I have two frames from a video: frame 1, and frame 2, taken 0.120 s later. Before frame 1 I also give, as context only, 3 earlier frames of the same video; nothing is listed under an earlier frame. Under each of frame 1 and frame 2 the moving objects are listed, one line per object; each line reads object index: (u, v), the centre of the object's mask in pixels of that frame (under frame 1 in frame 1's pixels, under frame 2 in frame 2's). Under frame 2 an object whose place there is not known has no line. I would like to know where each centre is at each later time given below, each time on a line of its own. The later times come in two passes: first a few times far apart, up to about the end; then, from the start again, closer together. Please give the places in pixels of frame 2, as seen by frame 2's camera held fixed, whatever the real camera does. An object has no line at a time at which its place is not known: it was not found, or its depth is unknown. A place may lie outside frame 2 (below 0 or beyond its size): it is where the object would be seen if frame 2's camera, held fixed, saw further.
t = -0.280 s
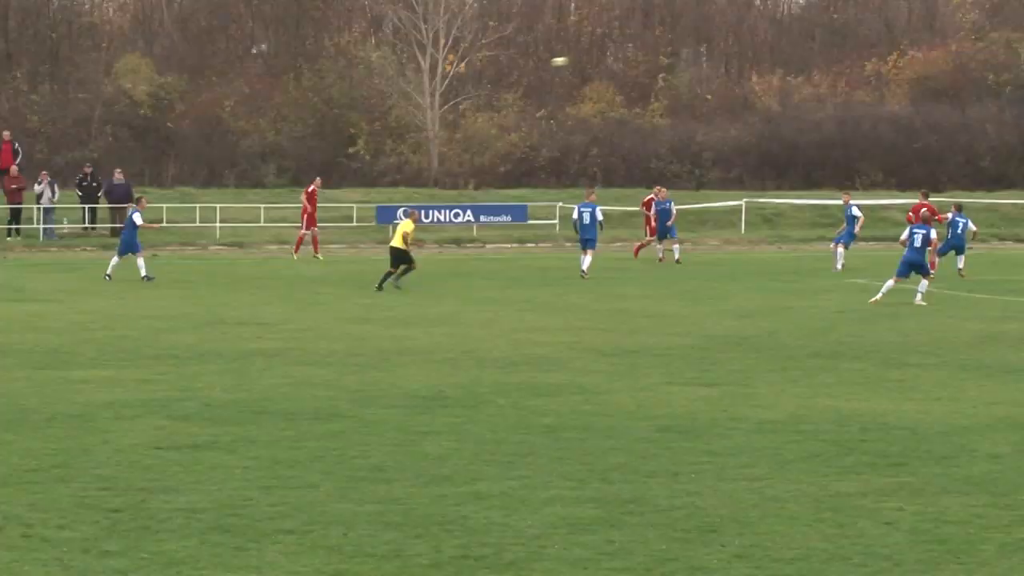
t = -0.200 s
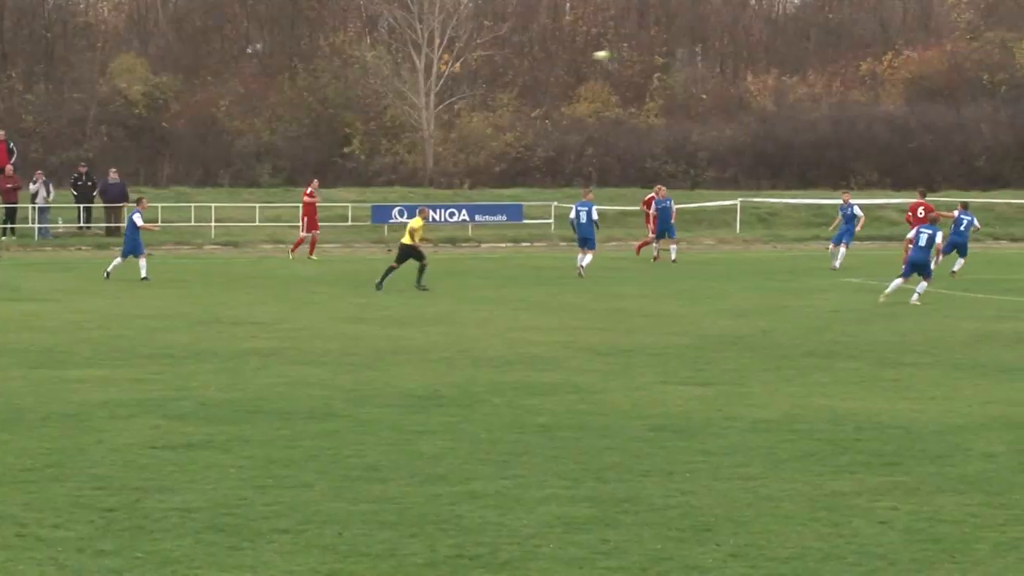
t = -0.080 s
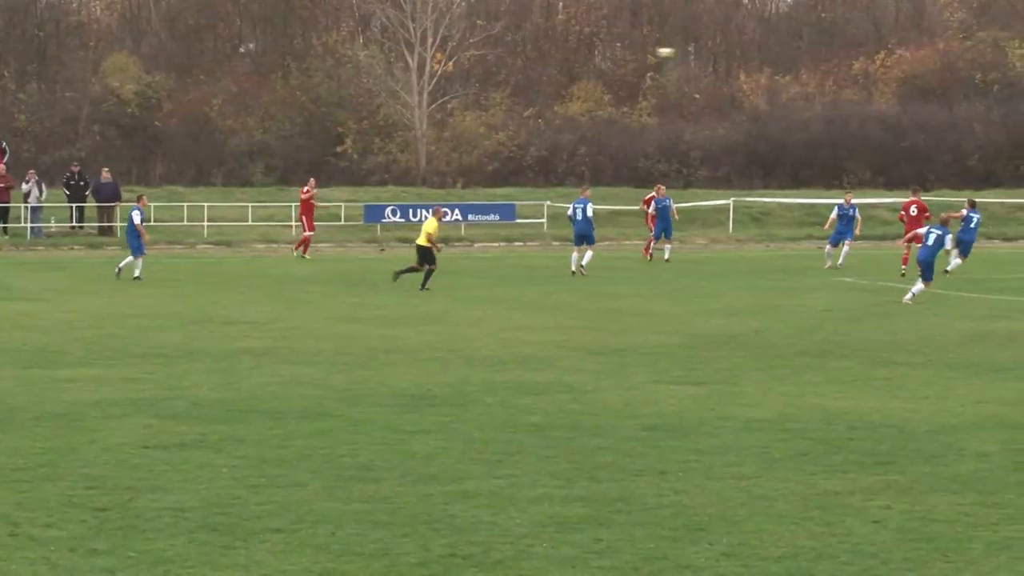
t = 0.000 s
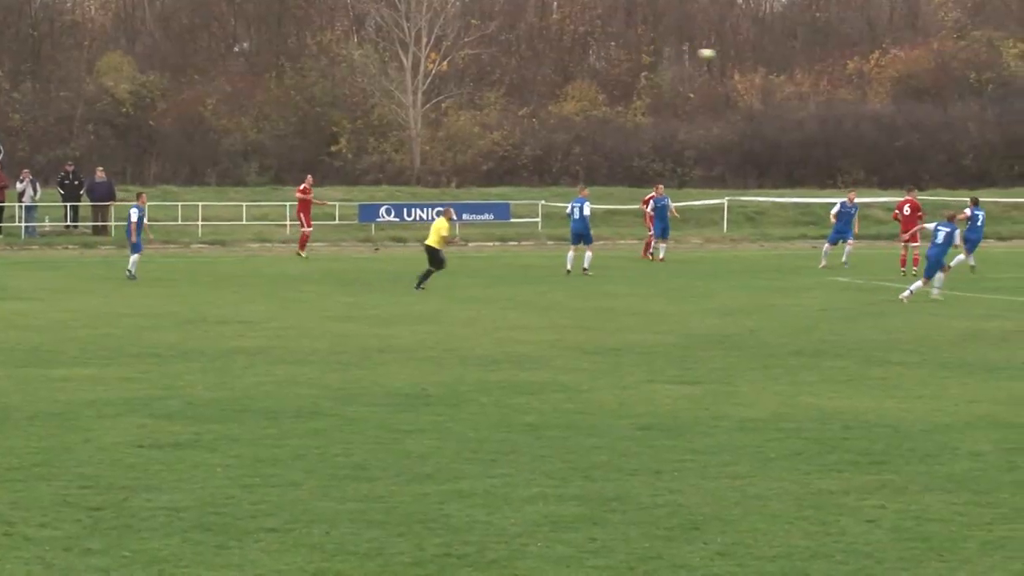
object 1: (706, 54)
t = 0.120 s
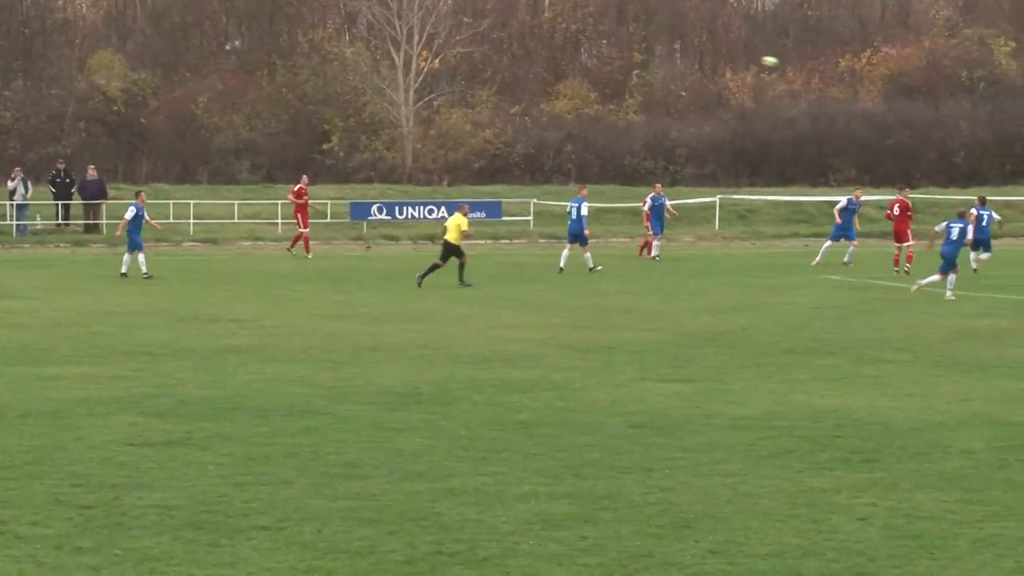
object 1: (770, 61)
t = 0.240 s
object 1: (842, 77)
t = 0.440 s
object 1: (964, 119)
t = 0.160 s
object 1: (793, 65)
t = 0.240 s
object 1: (842, 77)
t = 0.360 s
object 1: (915, 100)
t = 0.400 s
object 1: (940, 109)
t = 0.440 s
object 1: (964, 119)
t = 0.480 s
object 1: (989, 129)
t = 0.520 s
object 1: (1014, 140)
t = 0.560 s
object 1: (1039, 152)
